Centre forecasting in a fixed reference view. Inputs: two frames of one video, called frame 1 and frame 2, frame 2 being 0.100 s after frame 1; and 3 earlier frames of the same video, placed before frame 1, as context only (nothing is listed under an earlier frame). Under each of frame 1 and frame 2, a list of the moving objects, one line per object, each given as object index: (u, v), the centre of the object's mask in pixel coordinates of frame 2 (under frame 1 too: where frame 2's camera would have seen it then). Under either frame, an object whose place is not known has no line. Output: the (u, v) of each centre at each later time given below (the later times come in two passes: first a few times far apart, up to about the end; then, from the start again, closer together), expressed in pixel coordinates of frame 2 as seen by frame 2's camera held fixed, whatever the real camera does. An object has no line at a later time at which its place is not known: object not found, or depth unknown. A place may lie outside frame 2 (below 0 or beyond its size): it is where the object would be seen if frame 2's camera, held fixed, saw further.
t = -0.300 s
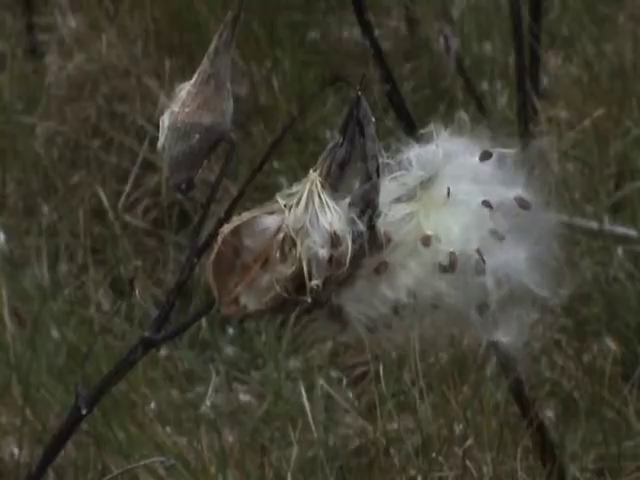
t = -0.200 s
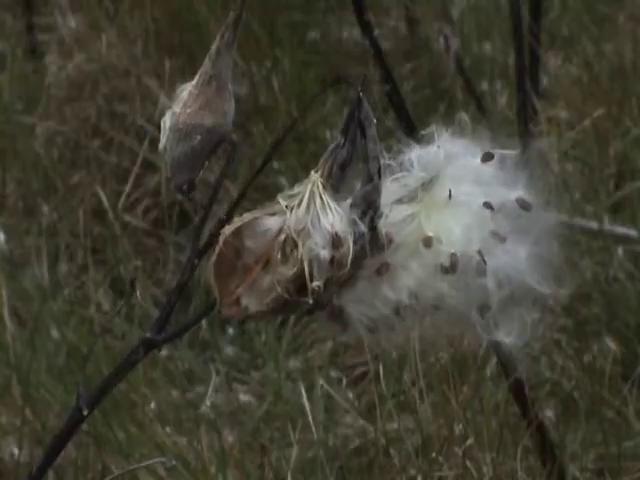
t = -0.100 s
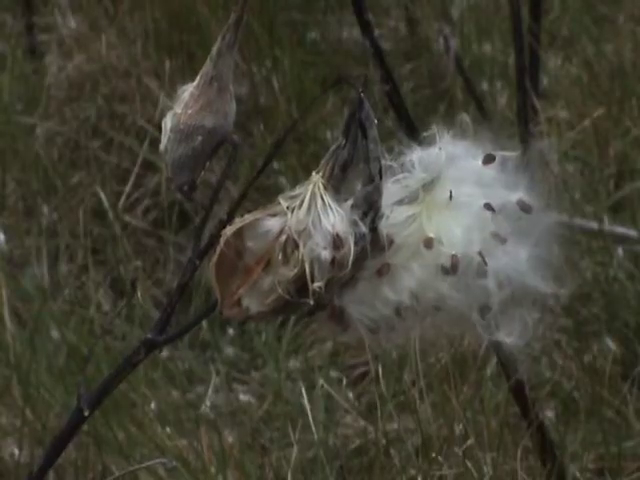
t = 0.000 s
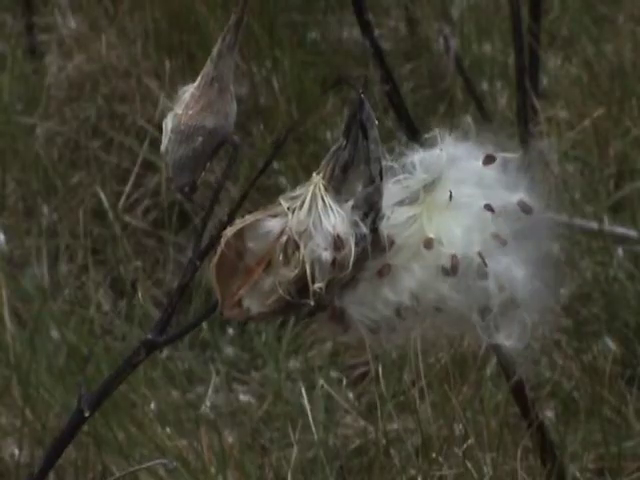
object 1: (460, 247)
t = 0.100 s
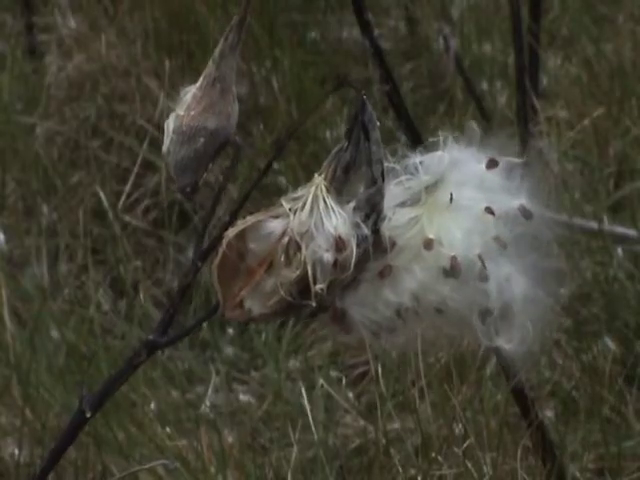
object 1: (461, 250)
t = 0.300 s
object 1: (464, 254)
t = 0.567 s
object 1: (462, 247)
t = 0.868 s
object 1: (461, 249)
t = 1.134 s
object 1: (457, 247)
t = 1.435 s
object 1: (462, 245)
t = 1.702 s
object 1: (460, 246)
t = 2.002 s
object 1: (455, 247)
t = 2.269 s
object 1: (456, 241)
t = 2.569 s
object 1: (467, 238)
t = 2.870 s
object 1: (460, 239)
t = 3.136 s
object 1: (460, 238)
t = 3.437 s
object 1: (465, 243)
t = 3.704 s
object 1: (459, 240)
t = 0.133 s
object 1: (462, 250)
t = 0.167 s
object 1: (462, 250)
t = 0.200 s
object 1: (461, 250)
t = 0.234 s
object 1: (461, 251)
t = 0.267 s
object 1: (463, 253)
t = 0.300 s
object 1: (464, 254)
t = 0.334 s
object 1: (464, 255)
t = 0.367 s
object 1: (466, 254)
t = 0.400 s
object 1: (466, 253)
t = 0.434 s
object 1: (467, 254)
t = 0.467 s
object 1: (465, 250)
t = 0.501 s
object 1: (463, 248)
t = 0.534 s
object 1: (463, 247)
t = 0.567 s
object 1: (462, 247)
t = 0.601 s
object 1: (461, 246)
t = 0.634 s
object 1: (462, 245)
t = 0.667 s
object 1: (462, 246)
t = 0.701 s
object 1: (461, 246)
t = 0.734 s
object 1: (461, 248)
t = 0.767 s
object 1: (461, 249)
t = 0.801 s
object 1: (461, 249)
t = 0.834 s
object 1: (461, 249)
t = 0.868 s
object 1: (461, 249)
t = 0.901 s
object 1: (460, 249)
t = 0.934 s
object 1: (459, 250)
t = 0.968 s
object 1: (457, 250)
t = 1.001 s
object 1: (458, 250)
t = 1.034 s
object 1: (457, 250)
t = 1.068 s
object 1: (456, 249)
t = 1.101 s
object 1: (456, 249)
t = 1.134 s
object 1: (457, 247)
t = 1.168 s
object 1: (458, 247)
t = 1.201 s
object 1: (458, 246)
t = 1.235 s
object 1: (459, 247)
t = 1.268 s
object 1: (461, 246)
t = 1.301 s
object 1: (462, 246)
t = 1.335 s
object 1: (463, 246)
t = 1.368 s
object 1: (464, 245)
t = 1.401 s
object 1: (465, 243)
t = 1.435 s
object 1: (462, 245)
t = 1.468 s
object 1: (464, 242)
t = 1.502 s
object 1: (463, 243)
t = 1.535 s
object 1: (460, 244)
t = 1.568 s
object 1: (460, 243)
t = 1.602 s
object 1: (459, 245)
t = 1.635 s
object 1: (459, 245)
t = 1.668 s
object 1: (459, 245)
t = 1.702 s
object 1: (460, 246)
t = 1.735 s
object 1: (459, 245)
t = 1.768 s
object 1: (459, 245)
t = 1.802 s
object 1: (458, 244)
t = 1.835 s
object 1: (457, 244)
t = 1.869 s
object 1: (455, 243)
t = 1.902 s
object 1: (455, 242)
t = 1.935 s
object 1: (455, 243)
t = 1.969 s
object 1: (456, 246)
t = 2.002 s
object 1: (455, 247)
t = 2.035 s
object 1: (456, 247)
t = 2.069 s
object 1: (456, 248)
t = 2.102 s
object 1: (456, 249)
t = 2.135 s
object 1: (456, 248)
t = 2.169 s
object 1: (454, 246)
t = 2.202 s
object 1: (453, 242)
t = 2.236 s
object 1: (453, 242)
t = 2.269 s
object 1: (456, 241)
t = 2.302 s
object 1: (463, 241)
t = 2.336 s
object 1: (470, 239)
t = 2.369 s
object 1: (479, 240)
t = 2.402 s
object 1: (482, 241)
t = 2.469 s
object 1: (473, 238)
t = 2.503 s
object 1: (470, 238)
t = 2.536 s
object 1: (466, 238)
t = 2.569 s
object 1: (467, 238)
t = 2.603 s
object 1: (468, 240)
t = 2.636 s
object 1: (468, 240)
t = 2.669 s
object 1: (466, 242)
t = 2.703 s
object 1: (464, 243)
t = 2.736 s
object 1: (464, 242)
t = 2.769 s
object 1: (461, 242)
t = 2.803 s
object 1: (460, 241)
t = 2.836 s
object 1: (461, 239)
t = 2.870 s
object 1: (460, 239)
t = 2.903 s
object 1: (461, 240)
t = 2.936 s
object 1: (464, 241)
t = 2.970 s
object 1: (468, 243)
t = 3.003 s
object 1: (469, 244)
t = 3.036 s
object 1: (469, 245)
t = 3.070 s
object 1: (468, 243)
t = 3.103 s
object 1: (463, 240)
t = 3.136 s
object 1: (460, 238)
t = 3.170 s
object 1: (460, 236)
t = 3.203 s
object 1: (461, 234)
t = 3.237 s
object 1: (461, 237)
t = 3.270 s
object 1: (462, 241)
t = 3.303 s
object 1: (466, 244)
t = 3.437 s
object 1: (465, 243)
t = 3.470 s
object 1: (464, 242)
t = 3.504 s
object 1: (463, 242)
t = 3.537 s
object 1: (463, 242)
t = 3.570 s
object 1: (462, 242)
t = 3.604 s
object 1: (460, 243)
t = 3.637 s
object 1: (460, 242)
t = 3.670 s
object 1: (458, 241)
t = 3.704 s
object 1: (459, 240)
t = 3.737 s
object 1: (457, 240)
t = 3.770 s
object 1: (458, 240)
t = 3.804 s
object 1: (459, 241)
